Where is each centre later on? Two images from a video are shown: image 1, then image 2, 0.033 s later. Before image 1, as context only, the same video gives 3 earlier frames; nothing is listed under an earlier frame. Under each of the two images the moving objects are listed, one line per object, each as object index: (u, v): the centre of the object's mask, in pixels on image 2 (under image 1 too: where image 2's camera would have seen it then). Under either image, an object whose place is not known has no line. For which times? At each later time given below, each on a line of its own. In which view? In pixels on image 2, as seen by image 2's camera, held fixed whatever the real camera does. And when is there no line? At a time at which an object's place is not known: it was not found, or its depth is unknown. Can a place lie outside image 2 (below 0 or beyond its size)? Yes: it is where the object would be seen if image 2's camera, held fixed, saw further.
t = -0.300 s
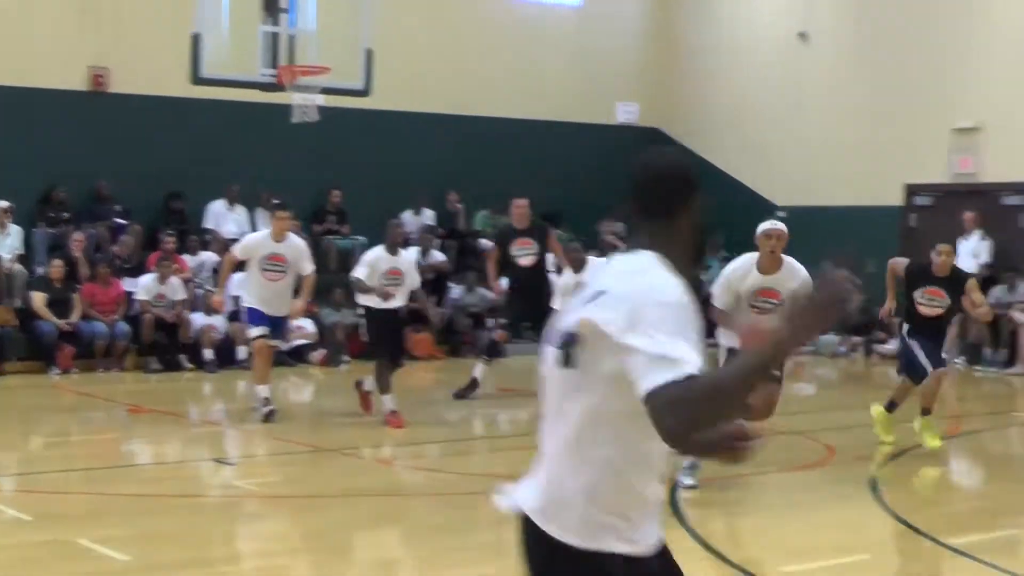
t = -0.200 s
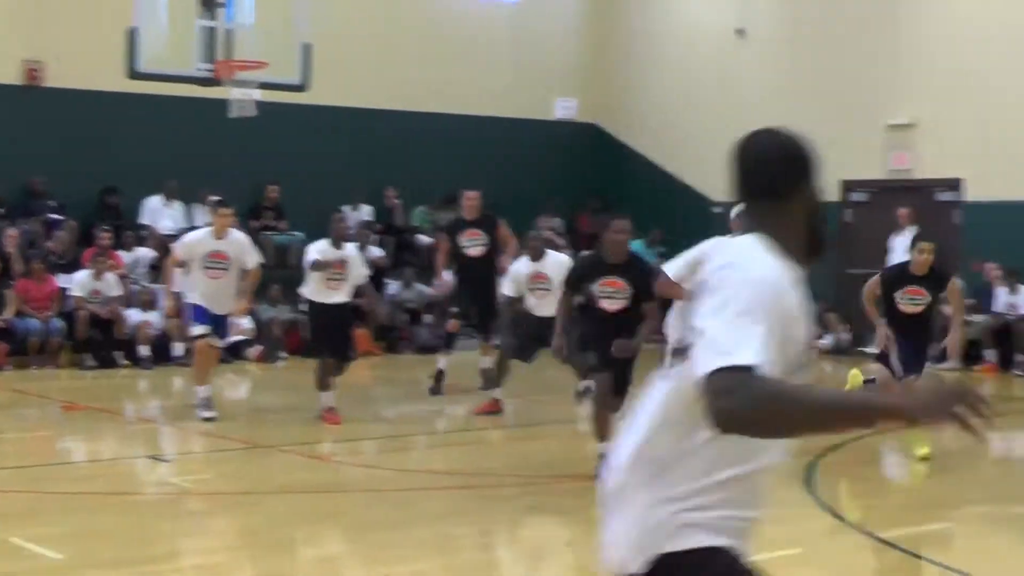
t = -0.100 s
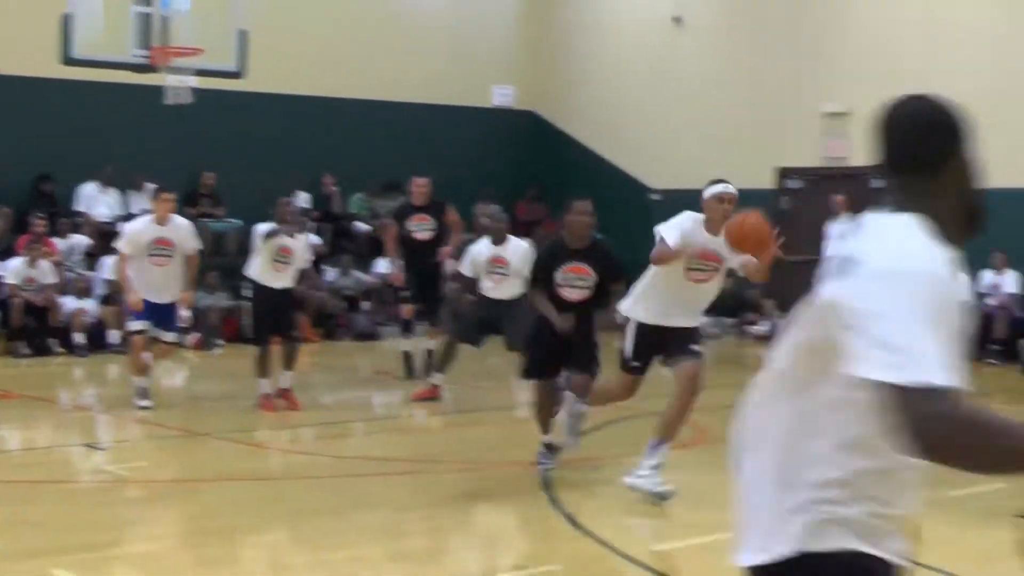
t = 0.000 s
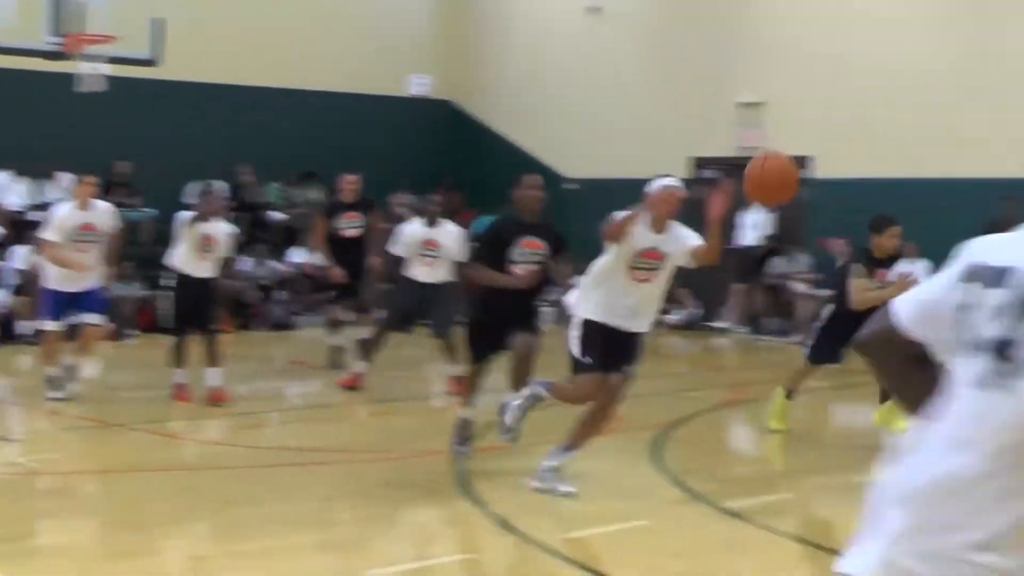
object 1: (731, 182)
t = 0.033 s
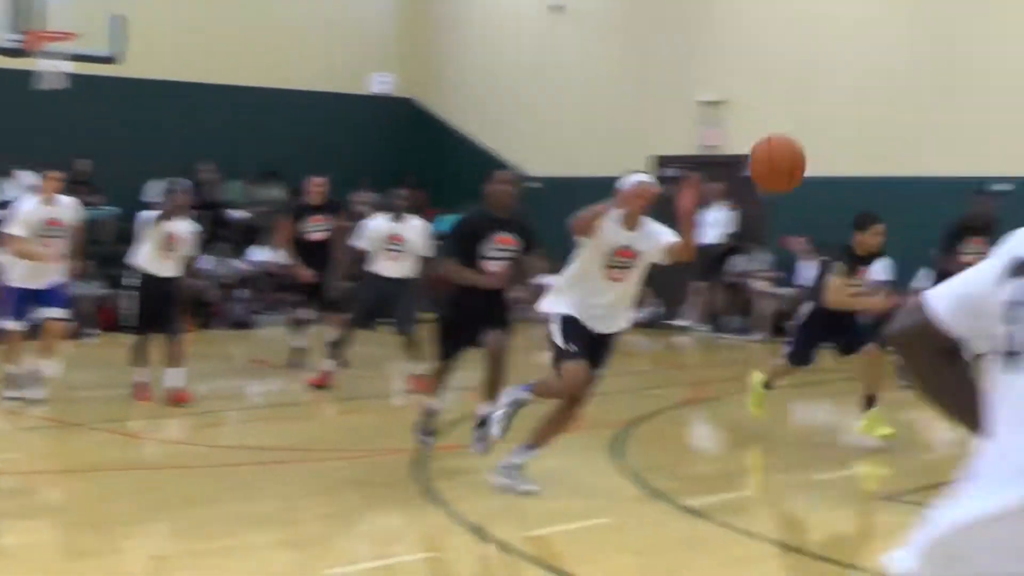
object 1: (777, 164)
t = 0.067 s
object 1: (830, 141)
